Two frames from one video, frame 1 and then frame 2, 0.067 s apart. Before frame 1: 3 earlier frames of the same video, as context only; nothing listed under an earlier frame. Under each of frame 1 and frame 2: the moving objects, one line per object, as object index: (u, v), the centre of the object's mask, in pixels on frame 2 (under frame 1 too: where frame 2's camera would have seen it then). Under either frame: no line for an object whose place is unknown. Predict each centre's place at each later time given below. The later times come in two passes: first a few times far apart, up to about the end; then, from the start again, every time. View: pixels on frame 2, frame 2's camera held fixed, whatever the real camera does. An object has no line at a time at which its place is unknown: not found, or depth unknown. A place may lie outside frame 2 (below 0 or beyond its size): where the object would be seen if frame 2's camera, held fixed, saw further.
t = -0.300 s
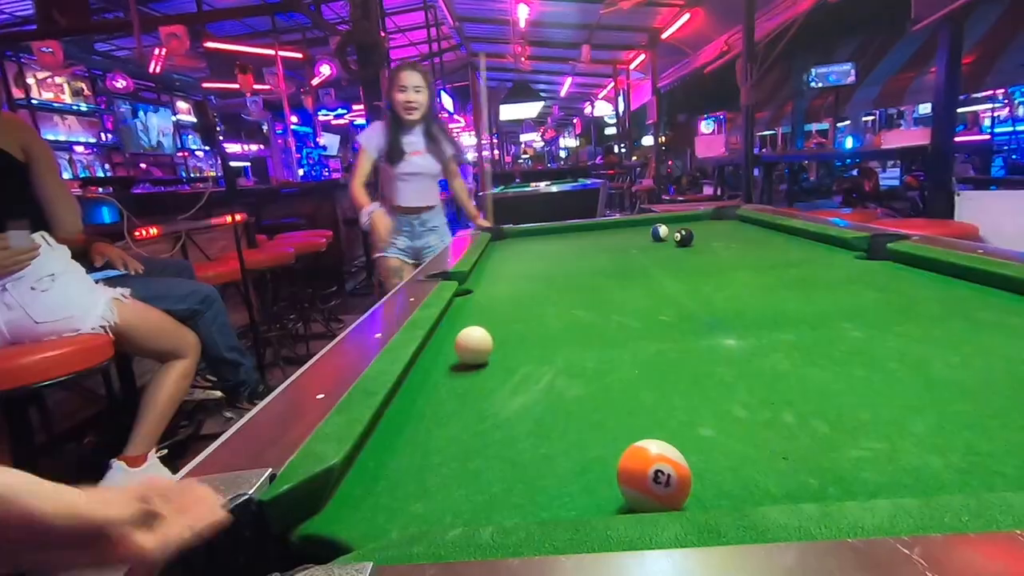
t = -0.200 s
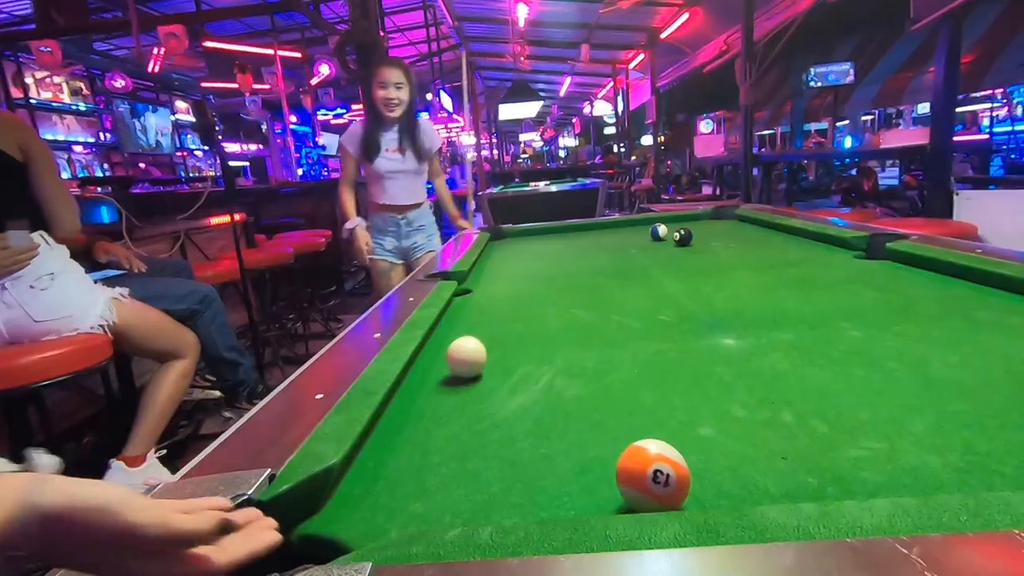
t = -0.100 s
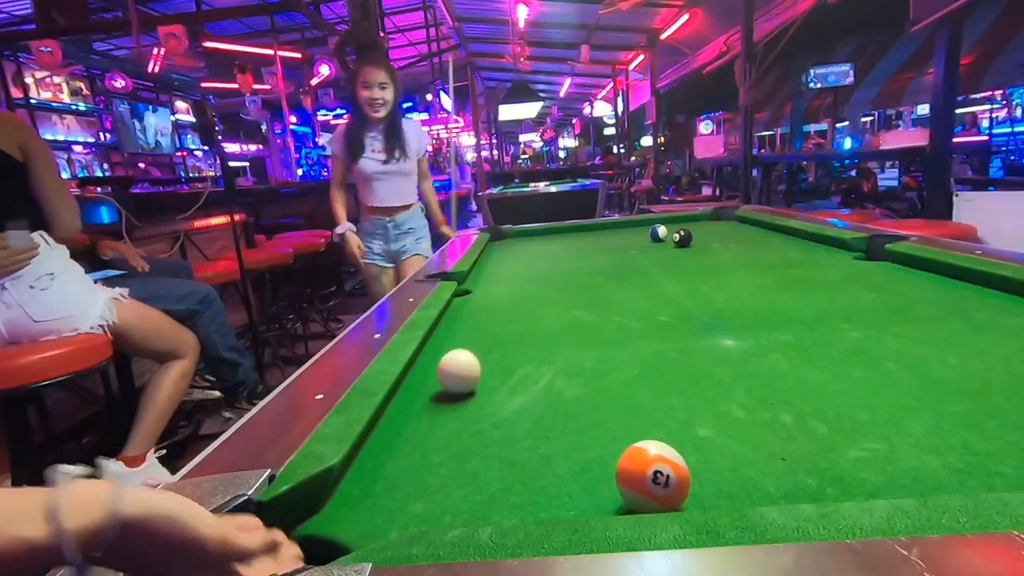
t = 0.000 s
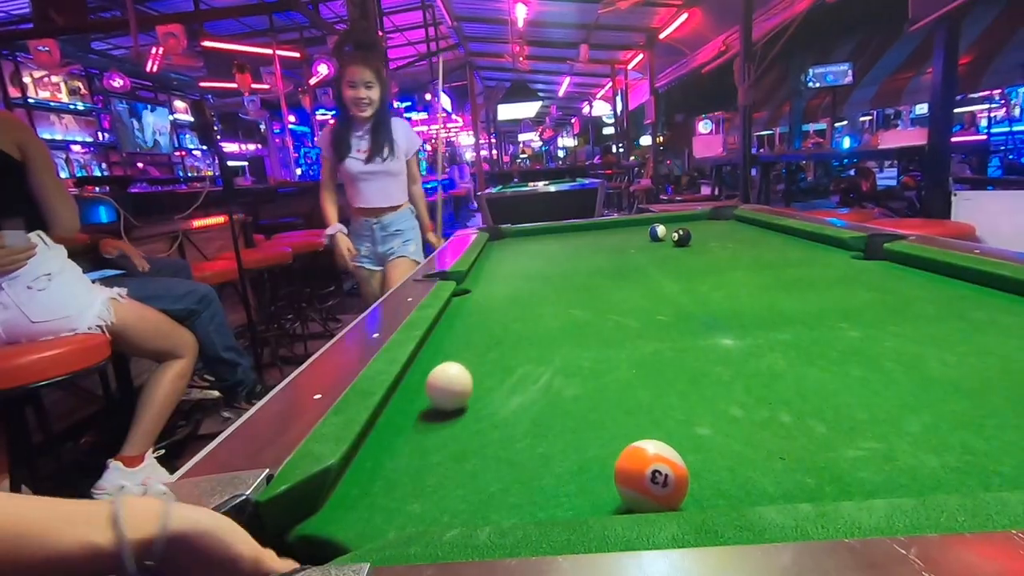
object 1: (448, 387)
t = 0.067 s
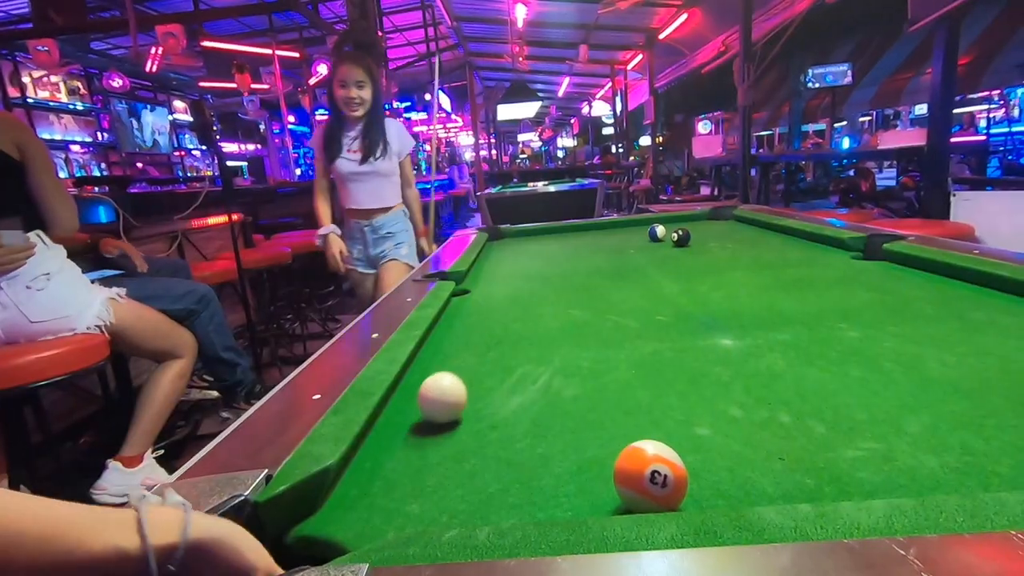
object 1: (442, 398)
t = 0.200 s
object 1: (429, 423)
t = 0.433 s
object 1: (401, 480)
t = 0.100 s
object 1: (439, 404)
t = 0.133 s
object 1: (436, 410)
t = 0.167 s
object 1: (432, 416)
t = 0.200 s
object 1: (429, 423)
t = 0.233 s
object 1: (425, 430)
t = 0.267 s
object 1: (422, 438)
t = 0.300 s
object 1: (418, 445)
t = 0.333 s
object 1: (414, 453)
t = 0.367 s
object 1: (409, 462)
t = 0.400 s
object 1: (405, 471)
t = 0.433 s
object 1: (401, 480)
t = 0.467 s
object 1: (395, 490)
